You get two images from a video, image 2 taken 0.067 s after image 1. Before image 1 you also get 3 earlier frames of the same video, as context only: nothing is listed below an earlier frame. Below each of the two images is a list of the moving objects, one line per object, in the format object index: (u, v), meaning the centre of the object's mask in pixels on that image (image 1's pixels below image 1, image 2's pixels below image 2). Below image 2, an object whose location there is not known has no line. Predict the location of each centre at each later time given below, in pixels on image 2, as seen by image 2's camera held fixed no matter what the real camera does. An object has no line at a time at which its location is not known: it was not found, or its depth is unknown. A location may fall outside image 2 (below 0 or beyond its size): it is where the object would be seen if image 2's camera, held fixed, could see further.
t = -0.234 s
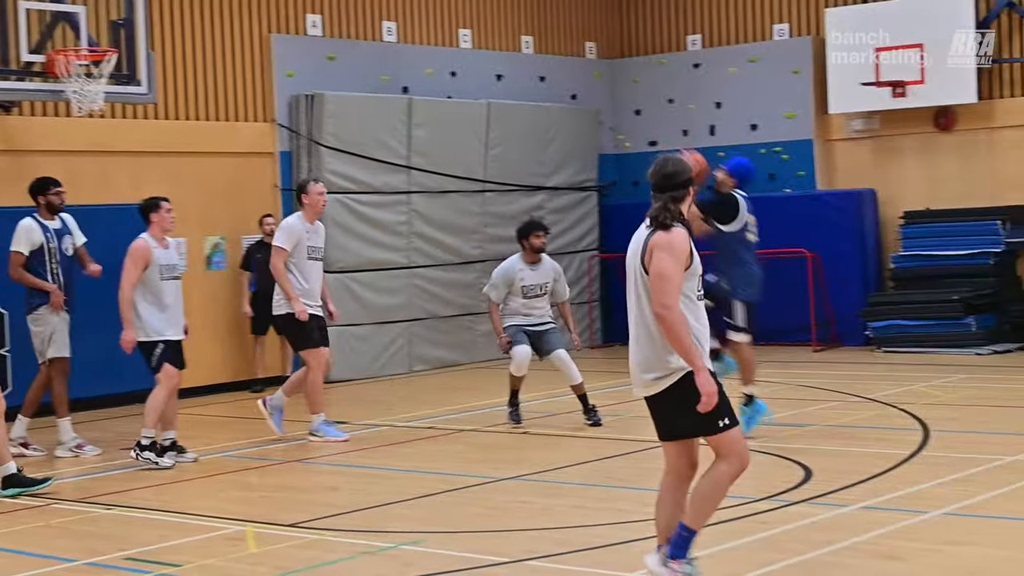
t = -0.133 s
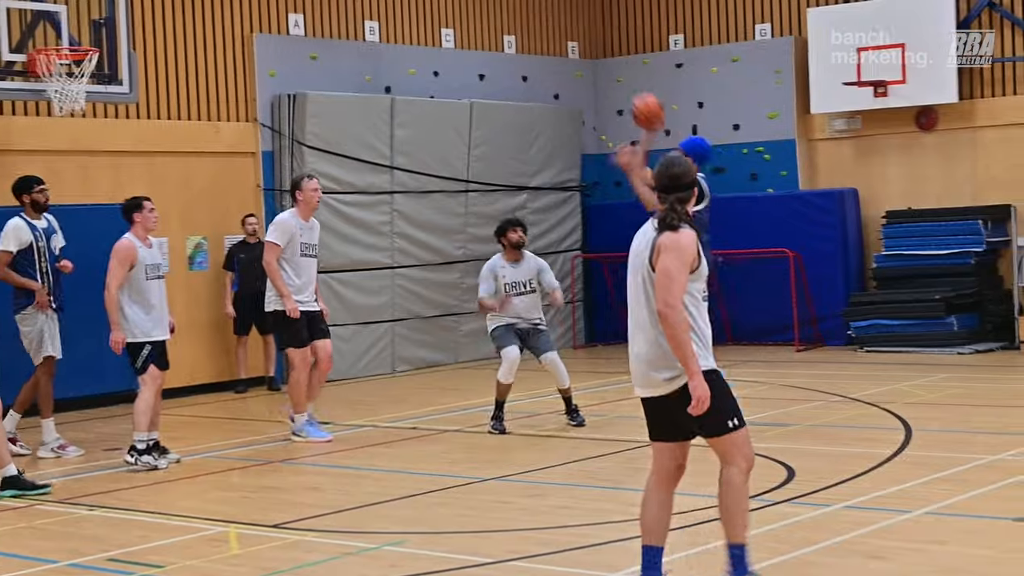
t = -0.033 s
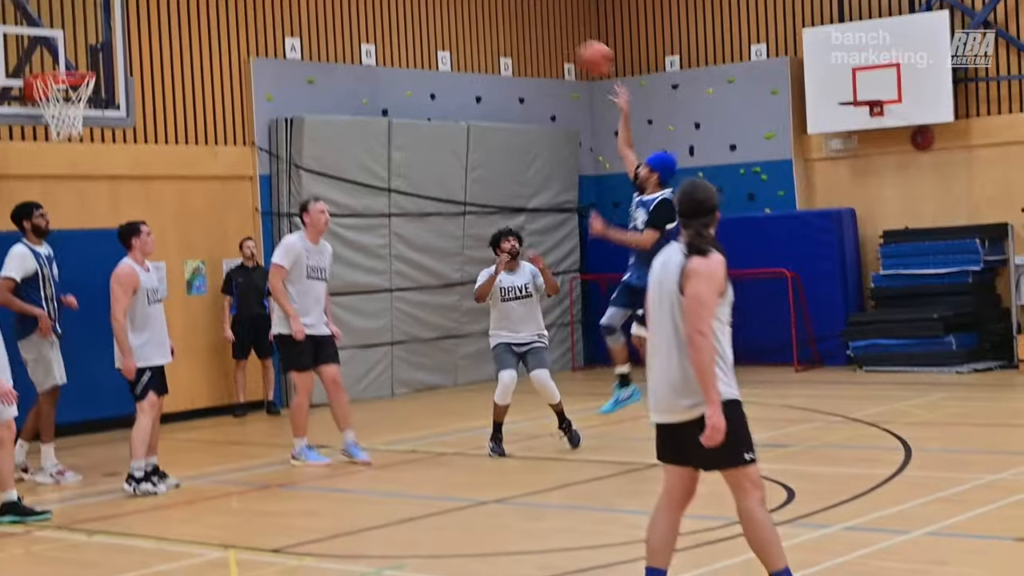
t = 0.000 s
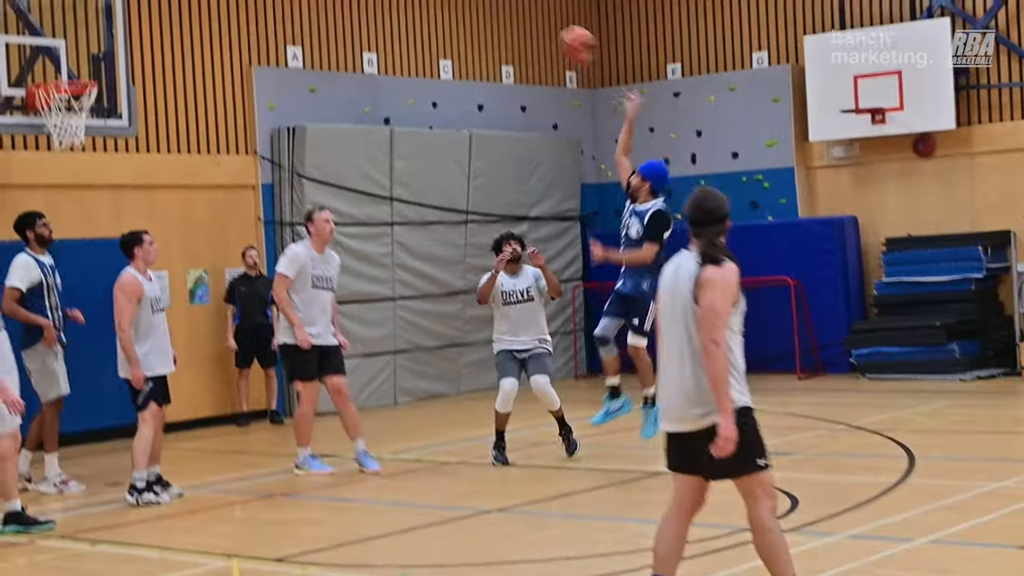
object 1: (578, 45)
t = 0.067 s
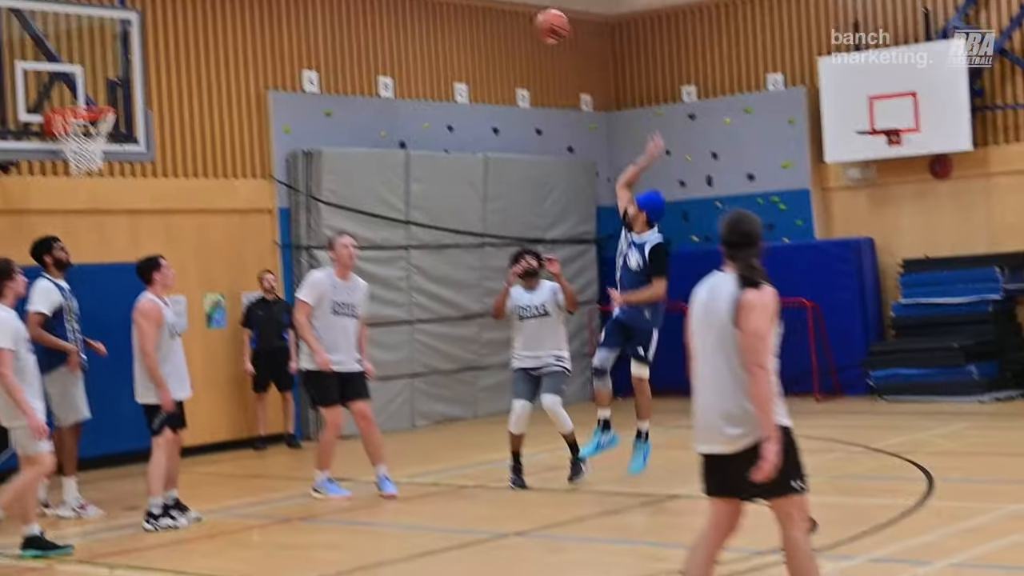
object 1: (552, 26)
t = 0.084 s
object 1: (542, 17)
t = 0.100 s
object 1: (532, 8)
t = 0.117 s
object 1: (523, 0)
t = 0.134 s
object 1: (512, -7)
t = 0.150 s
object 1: (503, -13)
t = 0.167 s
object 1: (494, -19)
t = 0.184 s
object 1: (484, -25)
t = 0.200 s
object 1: (475, -30)
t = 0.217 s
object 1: (465, -34)
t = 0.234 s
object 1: (457, -39)
